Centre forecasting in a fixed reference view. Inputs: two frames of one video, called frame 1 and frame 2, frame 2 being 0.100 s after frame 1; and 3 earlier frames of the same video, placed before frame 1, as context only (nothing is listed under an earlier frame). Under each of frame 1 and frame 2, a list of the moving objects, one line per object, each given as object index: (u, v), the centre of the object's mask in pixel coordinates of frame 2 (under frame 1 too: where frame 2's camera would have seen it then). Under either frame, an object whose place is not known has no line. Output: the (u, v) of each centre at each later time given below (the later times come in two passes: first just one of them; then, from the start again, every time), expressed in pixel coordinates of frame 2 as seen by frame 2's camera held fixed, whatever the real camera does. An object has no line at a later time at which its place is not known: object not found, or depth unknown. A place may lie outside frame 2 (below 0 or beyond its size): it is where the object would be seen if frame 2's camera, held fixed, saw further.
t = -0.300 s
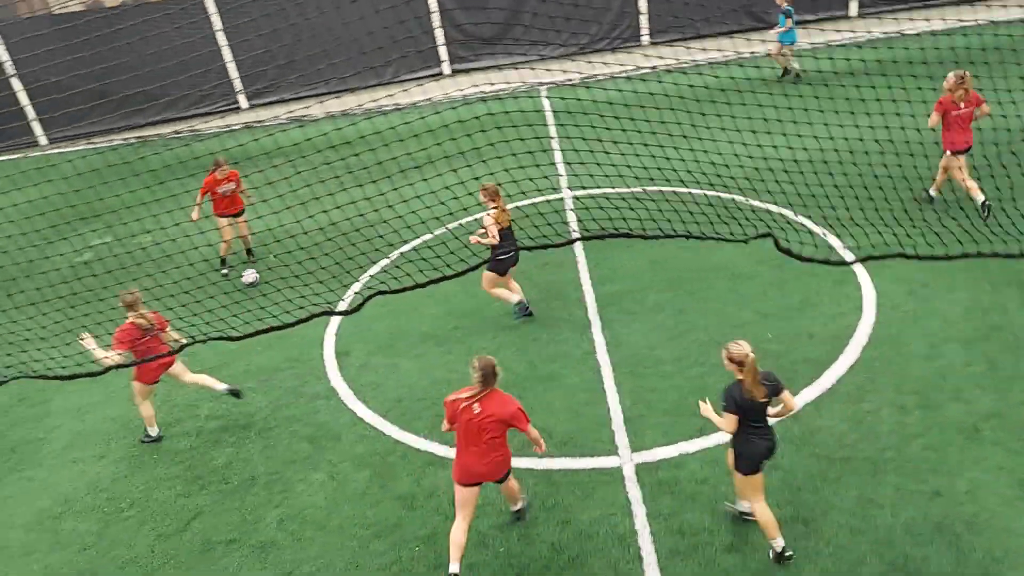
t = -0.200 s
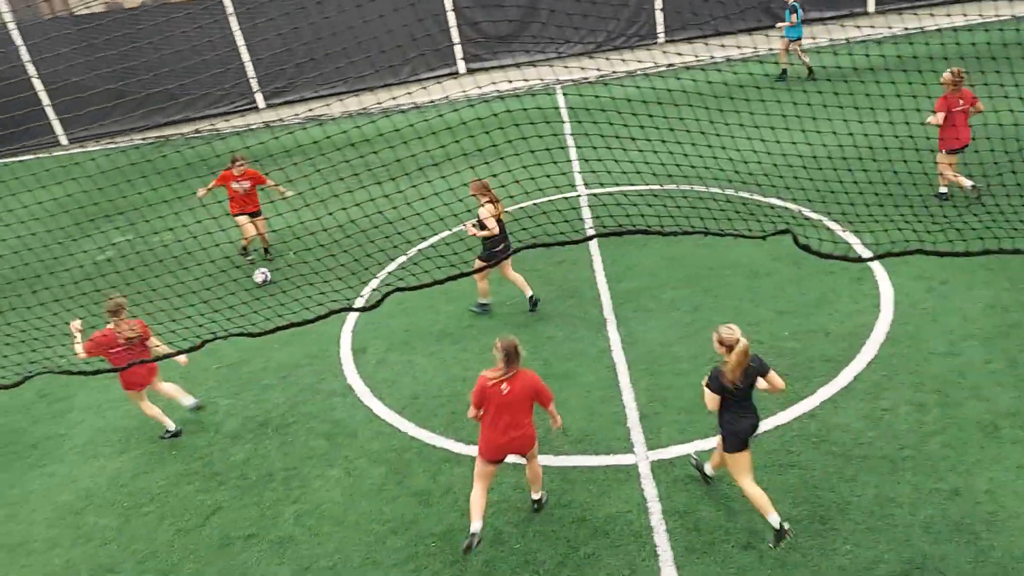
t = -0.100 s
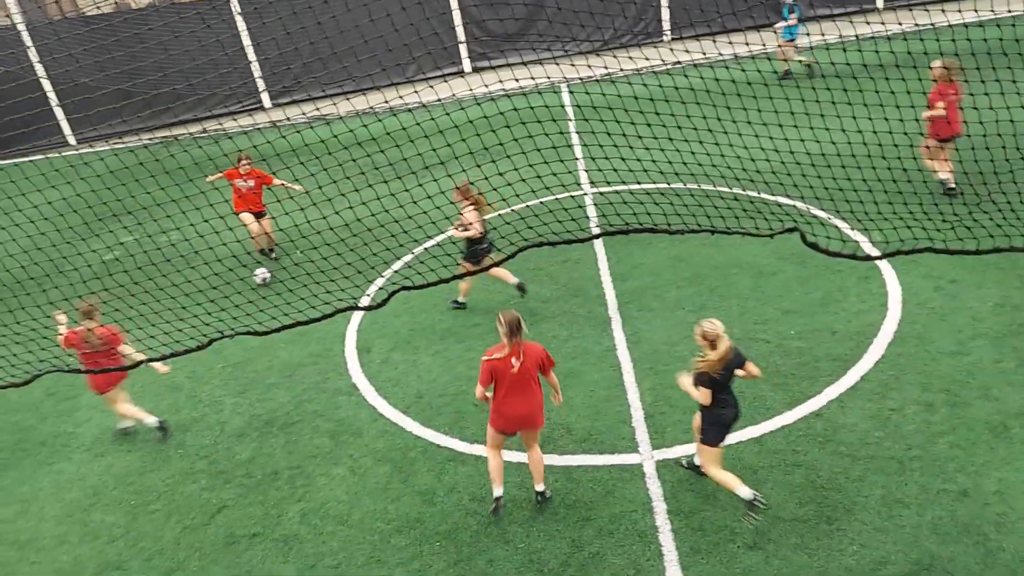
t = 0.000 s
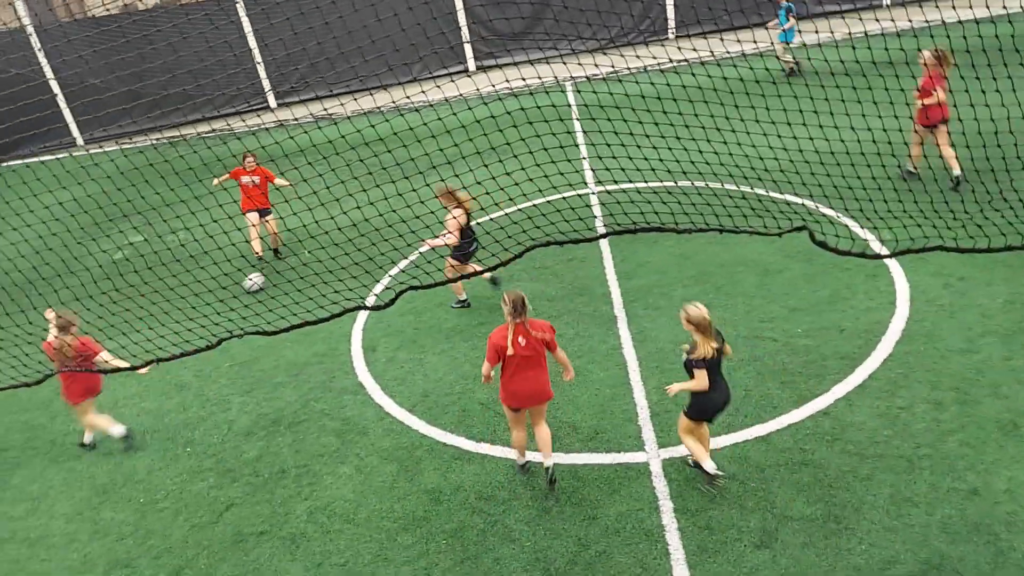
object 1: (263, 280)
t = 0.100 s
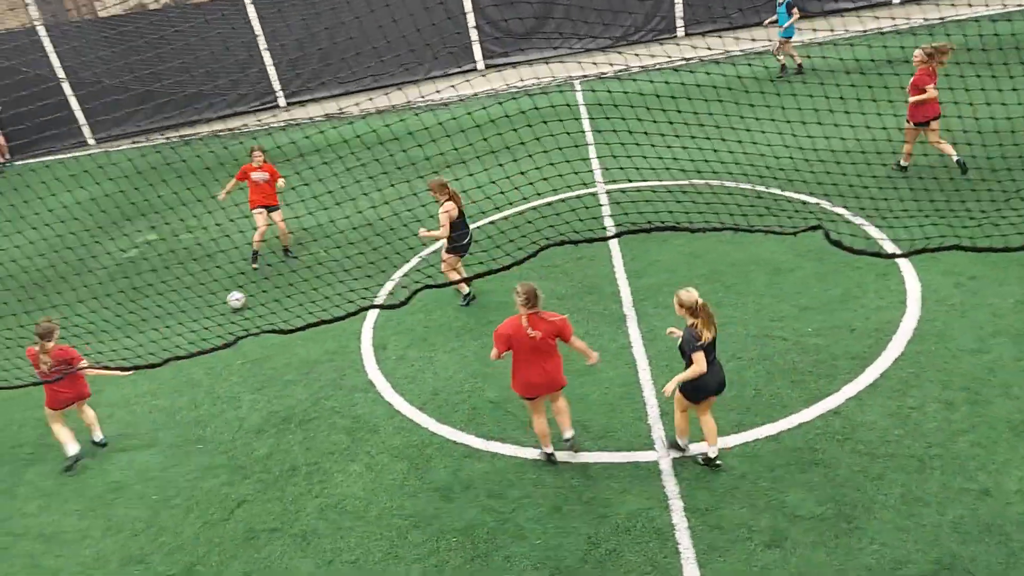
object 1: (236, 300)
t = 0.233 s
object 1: (199, 325)
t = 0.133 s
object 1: (226, 306)
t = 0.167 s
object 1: (215, 314)
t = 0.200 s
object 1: (207, 320)
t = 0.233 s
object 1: (199, 325)
